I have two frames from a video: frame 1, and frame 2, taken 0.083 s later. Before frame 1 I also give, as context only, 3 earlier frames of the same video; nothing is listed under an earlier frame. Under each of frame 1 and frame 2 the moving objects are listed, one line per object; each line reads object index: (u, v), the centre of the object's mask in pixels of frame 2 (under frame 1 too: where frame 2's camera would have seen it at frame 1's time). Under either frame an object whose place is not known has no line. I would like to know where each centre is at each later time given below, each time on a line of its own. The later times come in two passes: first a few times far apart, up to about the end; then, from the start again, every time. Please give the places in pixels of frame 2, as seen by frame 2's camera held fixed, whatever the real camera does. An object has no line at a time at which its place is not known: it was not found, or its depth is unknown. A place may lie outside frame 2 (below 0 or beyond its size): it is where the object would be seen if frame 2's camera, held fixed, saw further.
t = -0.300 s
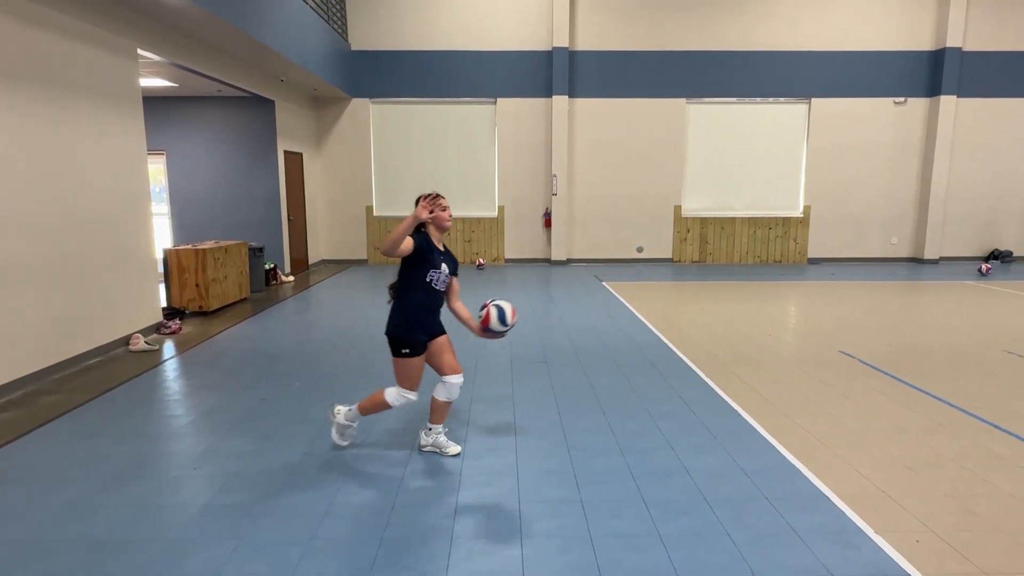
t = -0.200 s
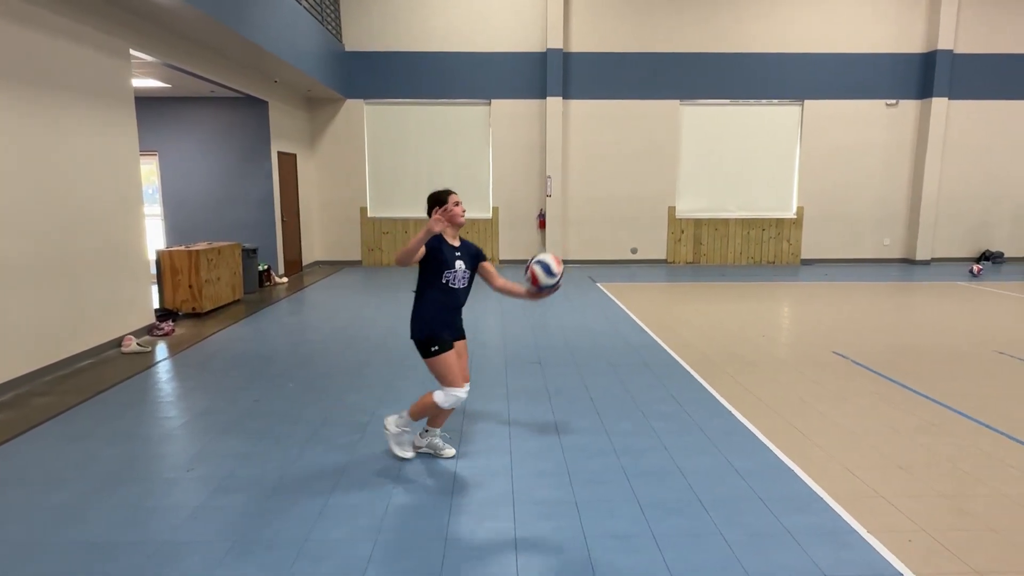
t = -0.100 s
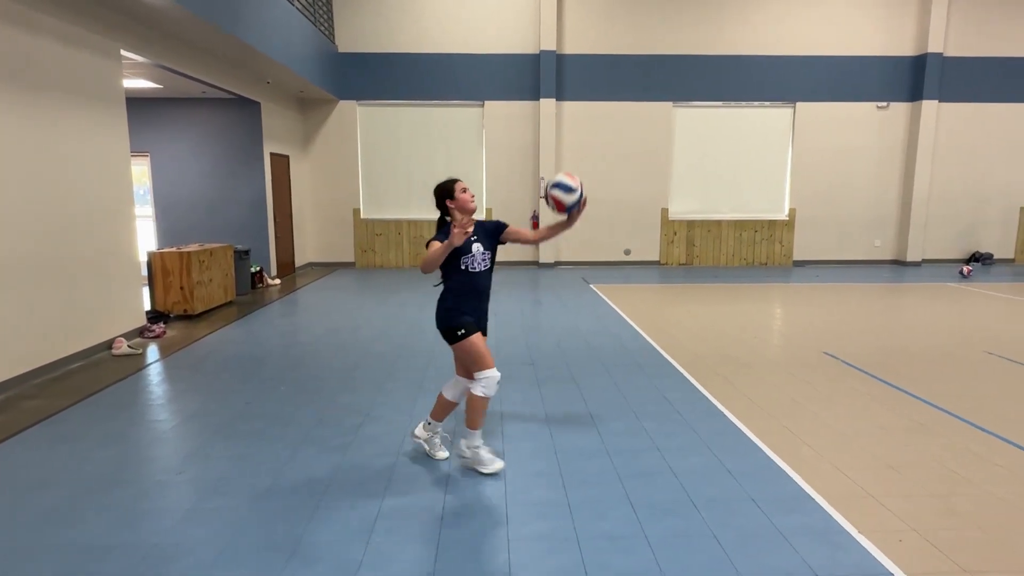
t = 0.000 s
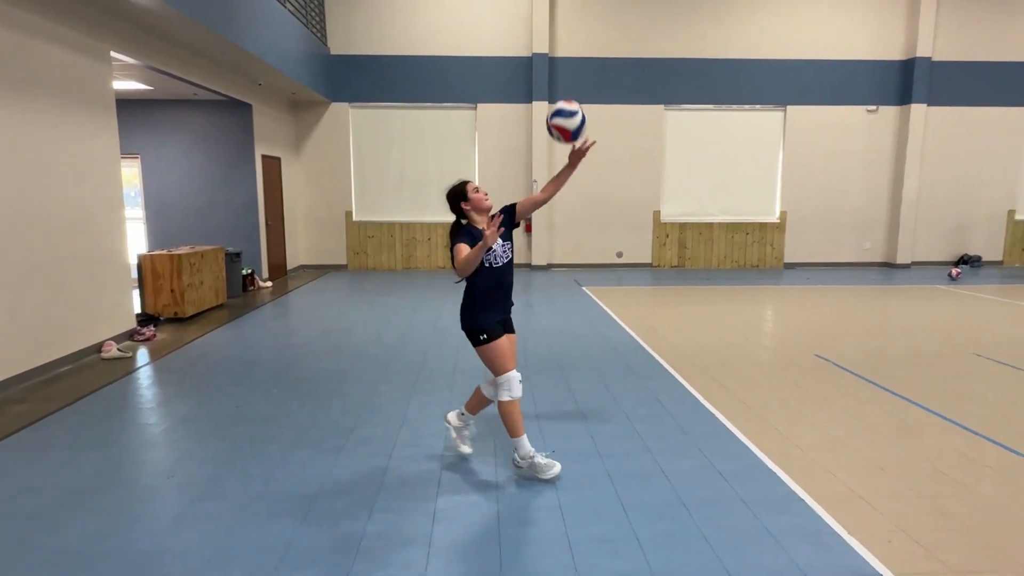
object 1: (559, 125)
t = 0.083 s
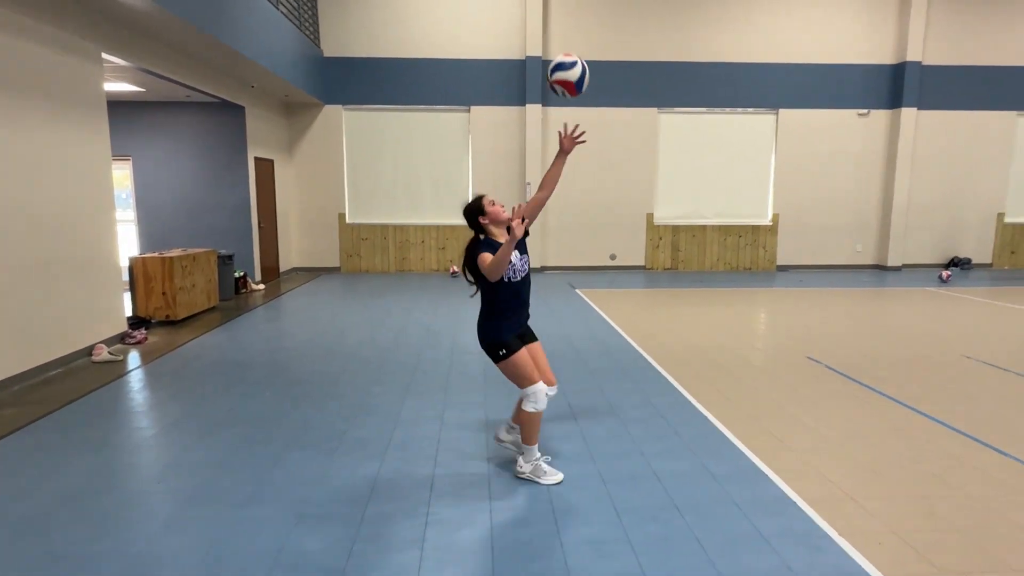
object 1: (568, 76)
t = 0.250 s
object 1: (584, 16)
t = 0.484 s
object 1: (609, 26)
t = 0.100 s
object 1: (570, 68)
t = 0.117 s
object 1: (571, 60)
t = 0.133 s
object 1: (572, 52)
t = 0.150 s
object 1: (574, 45)
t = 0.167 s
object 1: (576, 39)
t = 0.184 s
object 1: (578, 34)
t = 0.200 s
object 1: (579, 28)
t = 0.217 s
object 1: (581, 24)
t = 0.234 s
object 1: (583, 19)
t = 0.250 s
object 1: (584, 16)
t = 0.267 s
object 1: (586, 14)
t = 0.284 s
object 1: (588, 12)
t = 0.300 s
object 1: (590, 11)
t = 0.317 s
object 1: (592, 10)
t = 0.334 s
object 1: (594, 9)
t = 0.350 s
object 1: (595, 9)
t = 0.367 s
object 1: (597, 9)
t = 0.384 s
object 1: (599, 10)
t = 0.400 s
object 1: (600, 11)
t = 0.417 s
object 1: (602, 12)
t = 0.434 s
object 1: (604, 14)
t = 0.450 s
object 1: (606, 18)
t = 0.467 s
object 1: (608, 22)
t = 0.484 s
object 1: (609, 26)
